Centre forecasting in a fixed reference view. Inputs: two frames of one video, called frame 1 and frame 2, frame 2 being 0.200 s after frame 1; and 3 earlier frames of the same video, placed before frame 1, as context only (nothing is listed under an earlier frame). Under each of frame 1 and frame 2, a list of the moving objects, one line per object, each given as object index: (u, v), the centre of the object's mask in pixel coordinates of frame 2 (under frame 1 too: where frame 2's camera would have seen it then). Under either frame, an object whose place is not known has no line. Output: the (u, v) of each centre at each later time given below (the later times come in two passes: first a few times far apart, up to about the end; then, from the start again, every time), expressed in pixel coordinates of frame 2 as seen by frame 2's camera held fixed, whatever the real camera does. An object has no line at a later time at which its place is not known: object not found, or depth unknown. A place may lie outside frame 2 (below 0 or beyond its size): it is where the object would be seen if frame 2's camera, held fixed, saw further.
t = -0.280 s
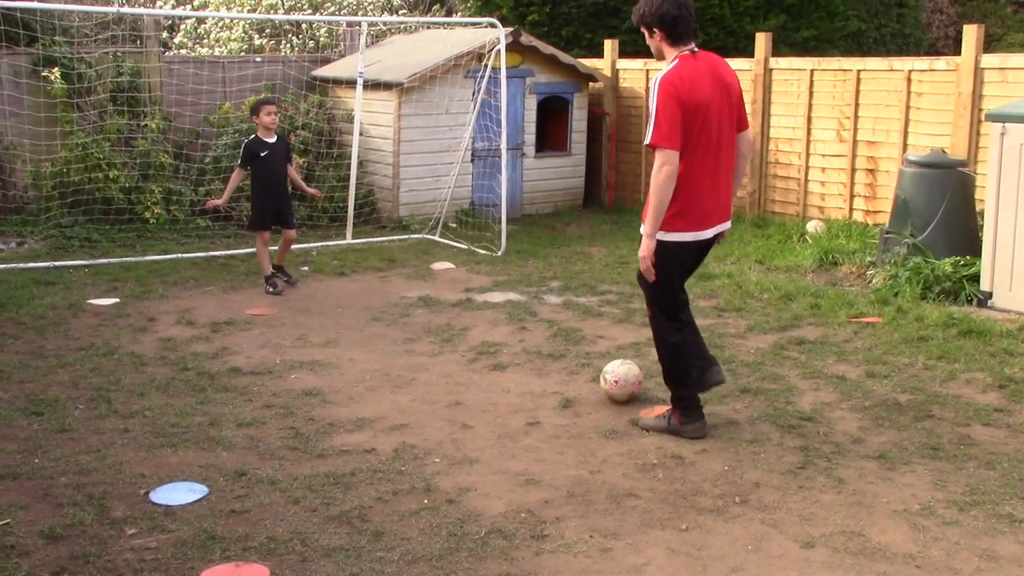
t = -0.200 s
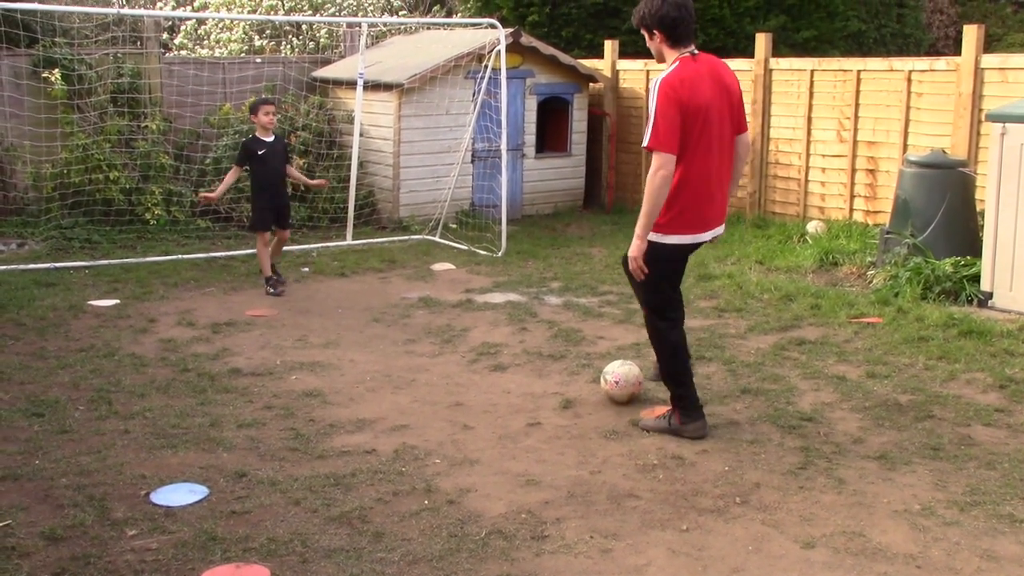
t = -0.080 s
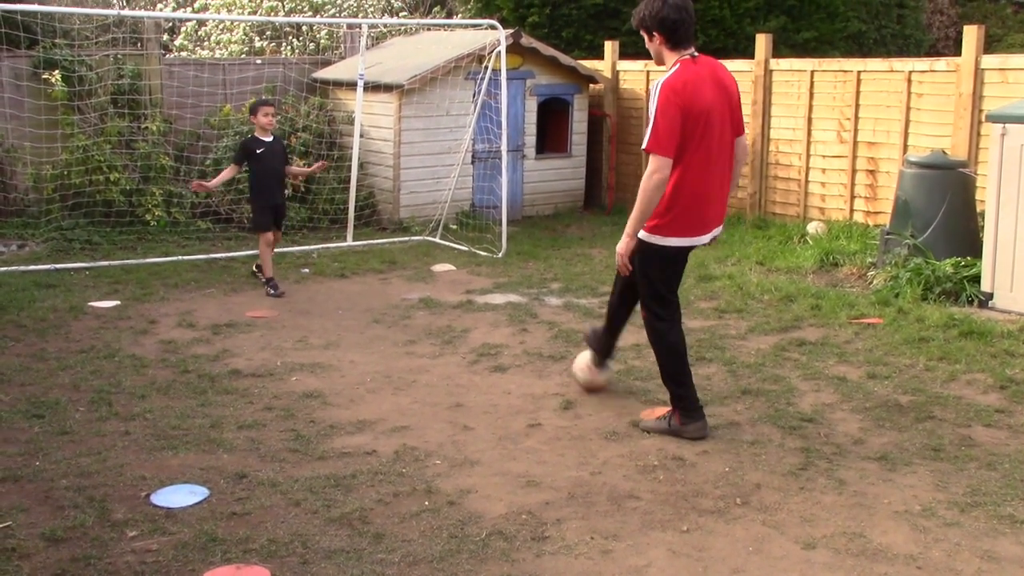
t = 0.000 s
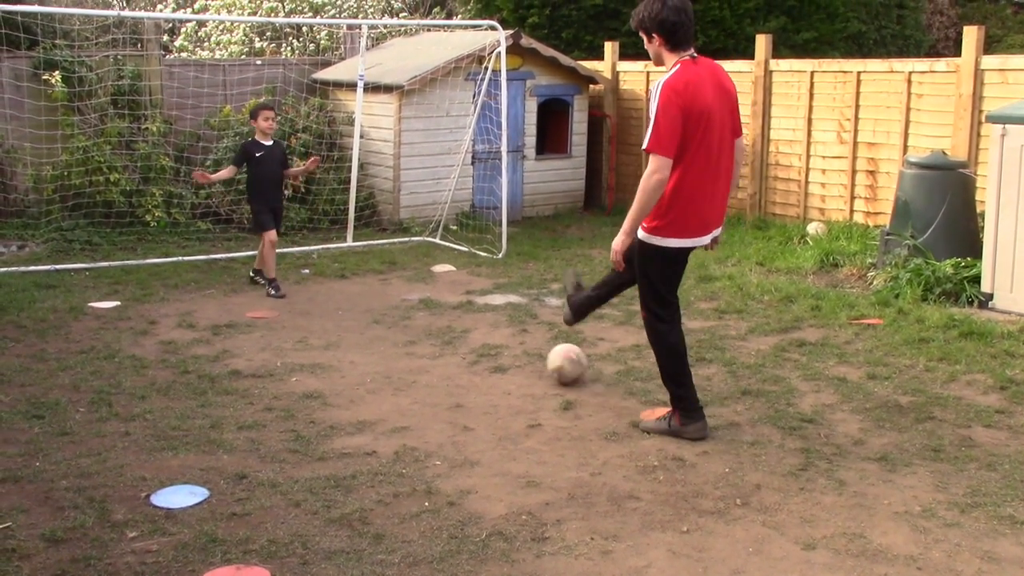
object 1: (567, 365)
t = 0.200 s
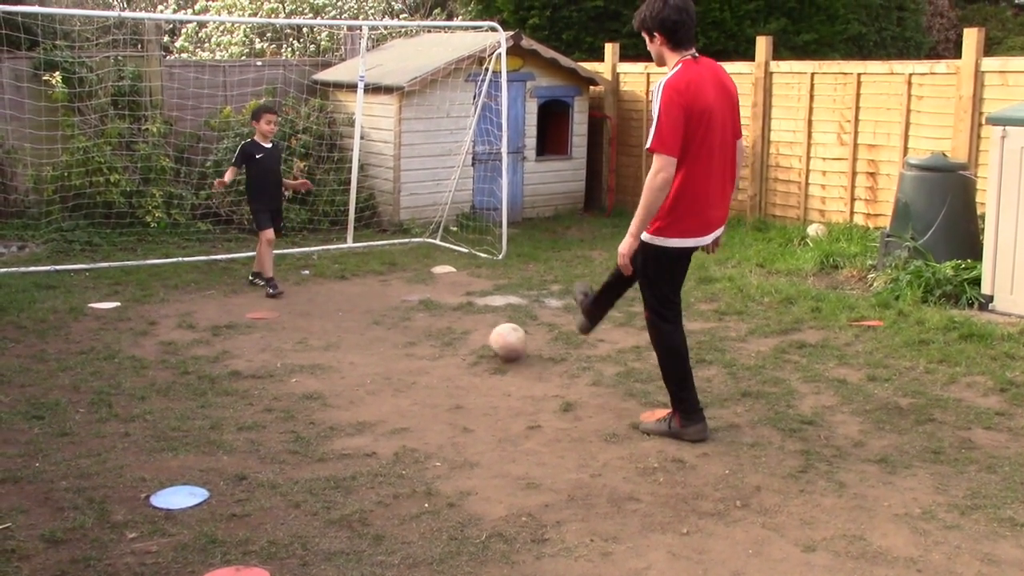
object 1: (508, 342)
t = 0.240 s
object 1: (496, 341)
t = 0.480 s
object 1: (445, 320)
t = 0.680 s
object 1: (406, 312)
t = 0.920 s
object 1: (363, 297)
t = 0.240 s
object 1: (496, 341)
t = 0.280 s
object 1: (488, 333)
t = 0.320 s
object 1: (479, 327)
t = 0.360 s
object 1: (470, 324)
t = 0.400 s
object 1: (461, 325)
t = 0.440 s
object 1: (453, 327)
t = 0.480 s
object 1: (445, 320)
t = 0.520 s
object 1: (438, 316)
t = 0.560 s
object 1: (430, 314)
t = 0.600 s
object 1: (423, 315)
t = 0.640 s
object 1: (415, 314)
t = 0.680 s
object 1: (406, 312)
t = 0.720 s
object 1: (398, 307)
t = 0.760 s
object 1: (391, 305)
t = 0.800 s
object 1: (384, 305)
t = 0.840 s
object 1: (376, 302)
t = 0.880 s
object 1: (370, 298)
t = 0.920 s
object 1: (363, 297)
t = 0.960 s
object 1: (357, 297)
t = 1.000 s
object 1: (349, 293)
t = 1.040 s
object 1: (342, 292)
